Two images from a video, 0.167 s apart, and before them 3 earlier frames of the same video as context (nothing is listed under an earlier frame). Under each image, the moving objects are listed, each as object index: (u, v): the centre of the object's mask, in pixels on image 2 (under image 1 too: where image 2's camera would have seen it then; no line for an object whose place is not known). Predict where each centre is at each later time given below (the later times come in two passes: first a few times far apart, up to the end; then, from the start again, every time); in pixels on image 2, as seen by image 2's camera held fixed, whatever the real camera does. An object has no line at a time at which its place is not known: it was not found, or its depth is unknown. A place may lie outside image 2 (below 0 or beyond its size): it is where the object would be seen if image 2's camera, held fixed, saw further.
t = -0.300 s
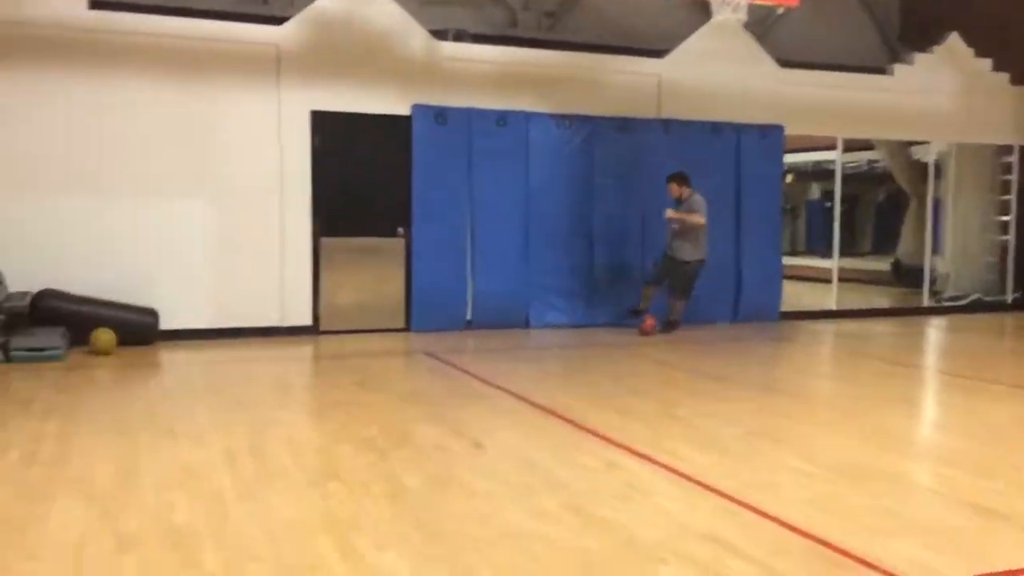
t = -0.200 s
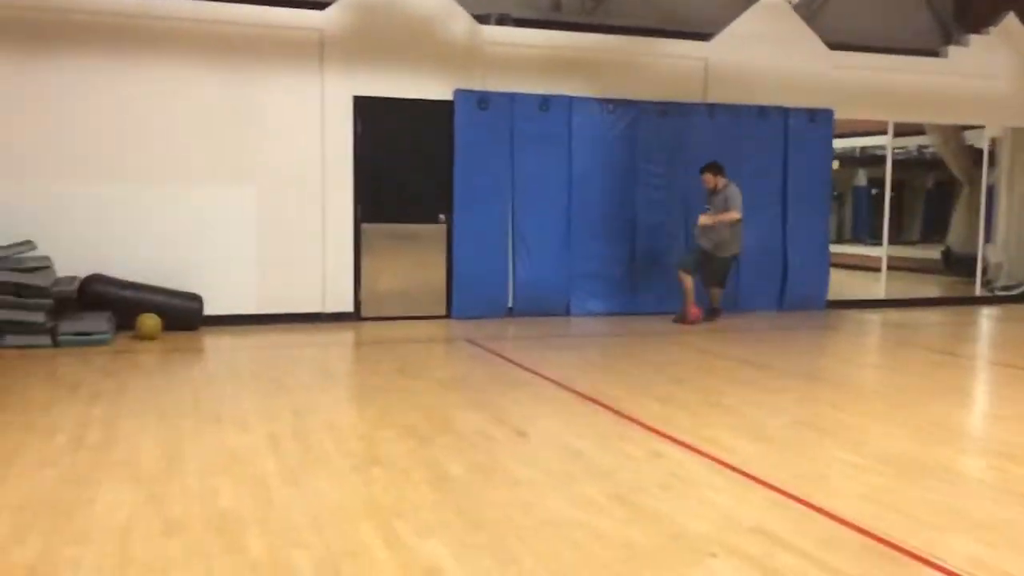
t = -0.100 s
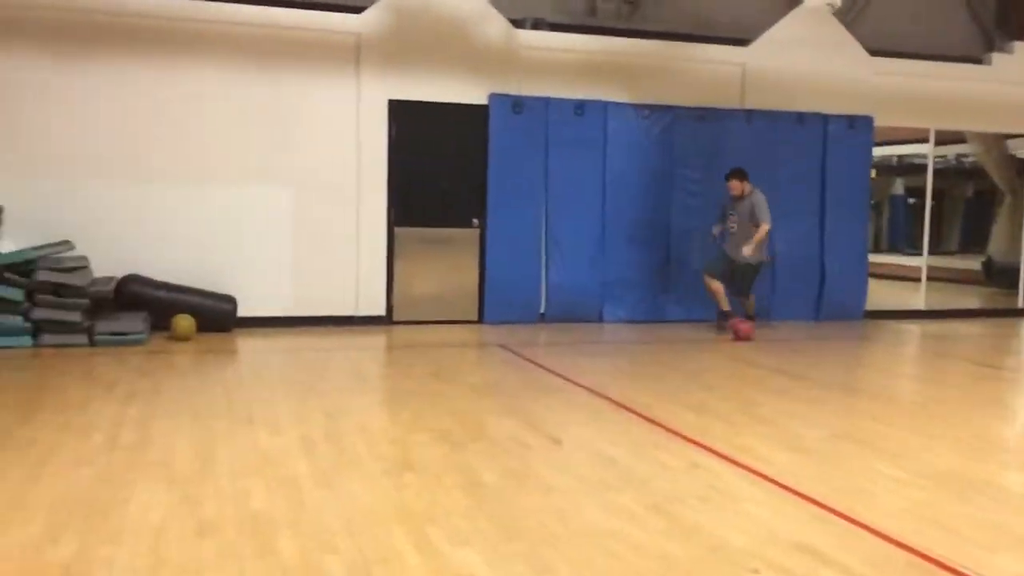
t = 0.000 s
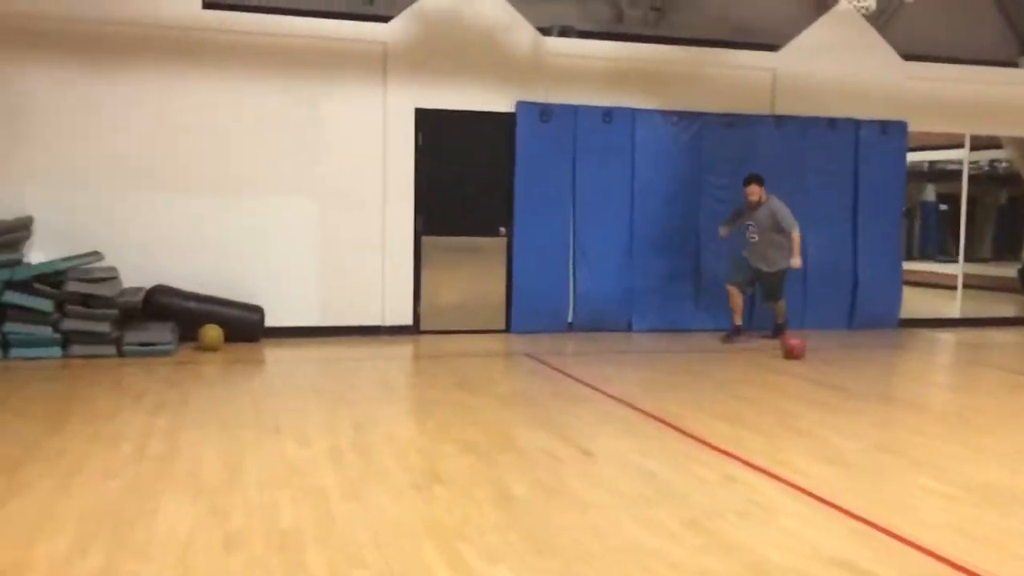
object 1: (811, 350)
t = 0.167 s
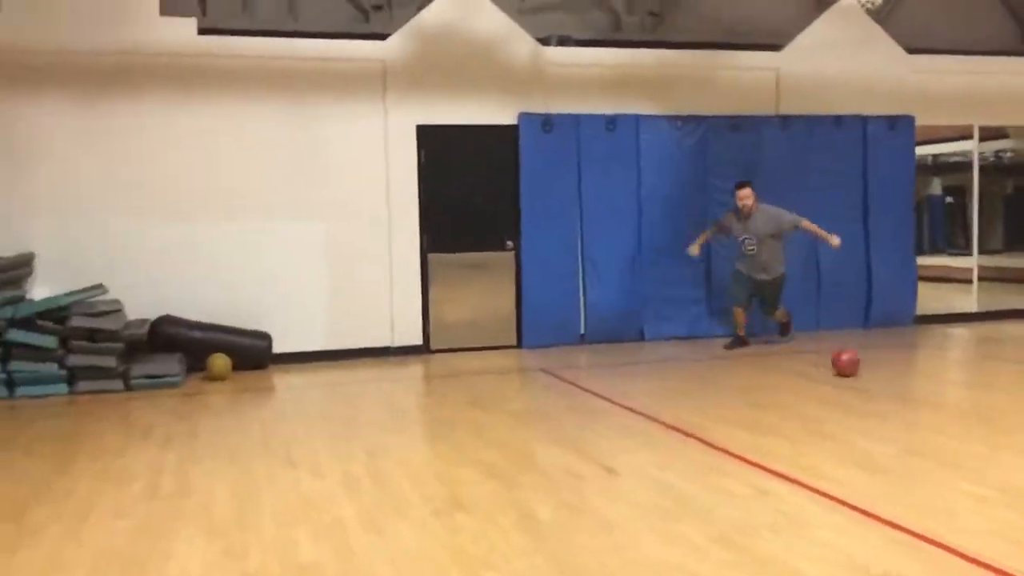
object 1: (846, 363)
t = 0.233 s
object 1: (859, 369)
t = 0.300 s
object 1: (874, 374)
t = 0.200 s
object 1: (852, 367)
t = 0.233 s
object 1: (859, 369)
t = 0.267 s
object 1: (866, 371)
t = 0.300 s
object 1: (874, 374)
